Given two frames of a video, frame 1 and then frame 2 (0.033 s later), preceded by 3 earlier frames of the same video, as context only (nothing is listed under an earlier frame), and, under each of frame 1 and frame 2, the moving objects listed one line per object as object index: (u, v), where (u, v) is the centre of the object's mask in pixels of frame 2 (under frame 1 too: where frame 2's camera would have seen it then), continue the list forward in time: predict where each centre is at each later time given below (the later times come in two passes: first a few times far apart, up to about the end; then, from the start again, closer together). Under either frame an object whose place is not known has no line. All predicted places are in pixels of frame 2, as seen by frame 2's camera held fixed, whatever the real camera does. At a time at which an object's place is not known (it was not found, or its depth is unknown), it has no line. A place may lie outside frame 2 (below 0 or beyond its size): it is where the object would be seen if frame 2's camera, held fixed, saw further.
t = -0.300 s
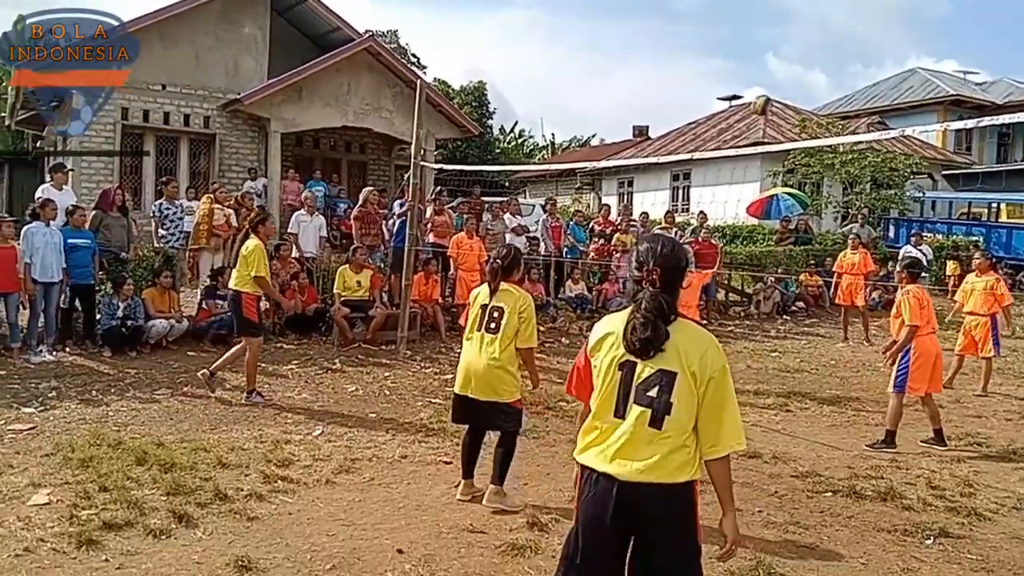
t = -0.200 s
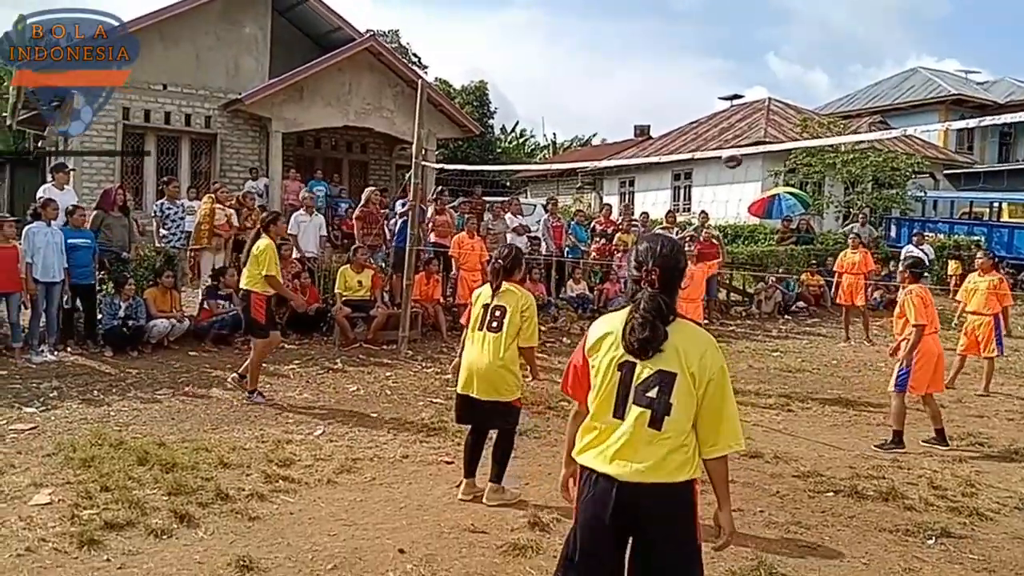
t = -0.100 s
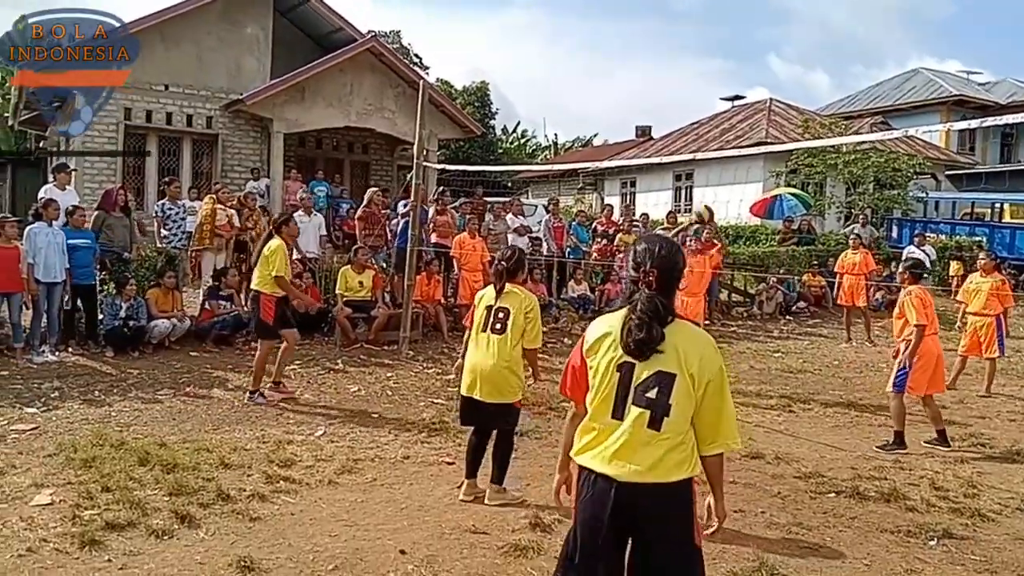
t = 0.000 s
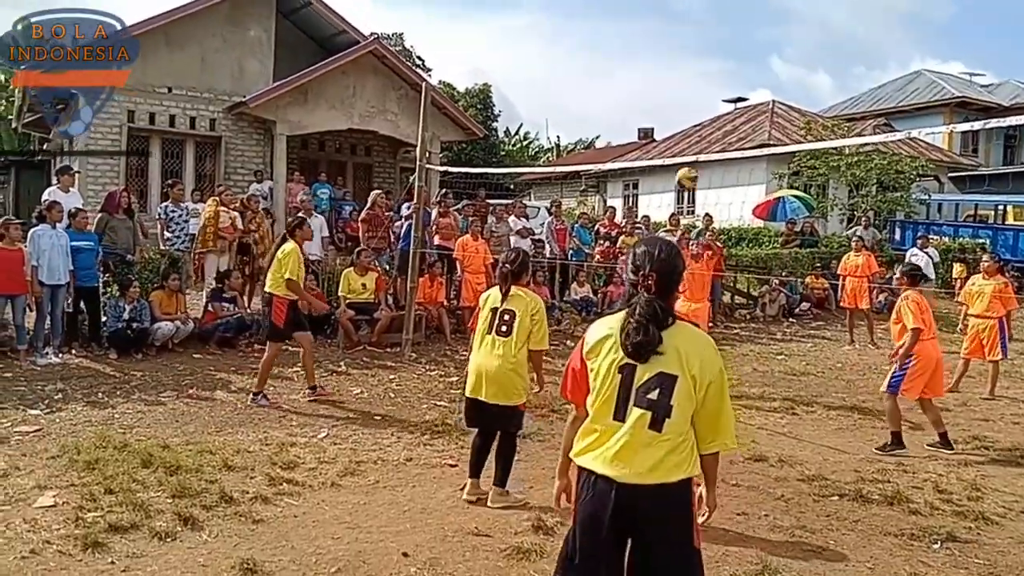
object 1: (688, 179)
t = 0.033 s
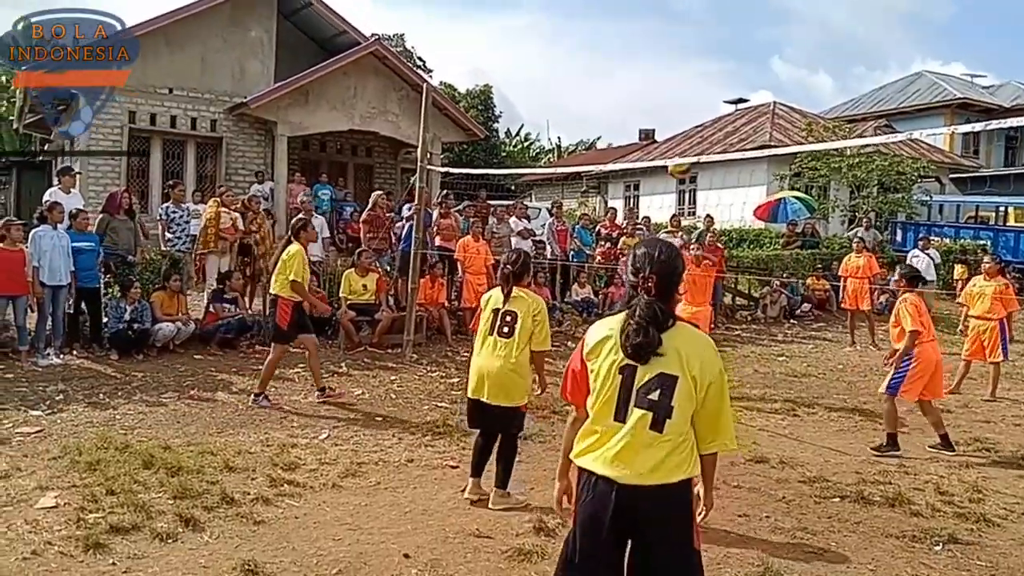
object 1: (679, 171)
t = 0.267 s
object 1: (607, 97)
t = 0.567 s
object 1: (427, 99)
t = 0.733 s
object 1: (219, 218)
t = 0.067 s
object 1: (667, 151)
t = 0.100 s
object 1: (661, 142)
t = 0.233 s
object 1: (620, 104)
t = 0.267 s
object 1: (607, 97)
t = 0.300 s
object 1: (593, 90)
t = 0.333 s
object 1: (579, 85)
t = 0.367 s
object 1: (563, 81)
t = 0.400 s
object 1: (545, 79)
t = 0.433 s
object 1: (526, 79)
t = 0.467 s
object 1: (506, 80)
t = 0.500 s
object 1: (482, 85)
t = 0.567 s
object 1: (427, 99)
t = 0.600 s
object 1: (395, 111)
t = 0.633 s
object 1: (360, 129)
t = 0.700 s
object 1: (273, 181)
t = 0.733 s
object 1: (219, 218)
